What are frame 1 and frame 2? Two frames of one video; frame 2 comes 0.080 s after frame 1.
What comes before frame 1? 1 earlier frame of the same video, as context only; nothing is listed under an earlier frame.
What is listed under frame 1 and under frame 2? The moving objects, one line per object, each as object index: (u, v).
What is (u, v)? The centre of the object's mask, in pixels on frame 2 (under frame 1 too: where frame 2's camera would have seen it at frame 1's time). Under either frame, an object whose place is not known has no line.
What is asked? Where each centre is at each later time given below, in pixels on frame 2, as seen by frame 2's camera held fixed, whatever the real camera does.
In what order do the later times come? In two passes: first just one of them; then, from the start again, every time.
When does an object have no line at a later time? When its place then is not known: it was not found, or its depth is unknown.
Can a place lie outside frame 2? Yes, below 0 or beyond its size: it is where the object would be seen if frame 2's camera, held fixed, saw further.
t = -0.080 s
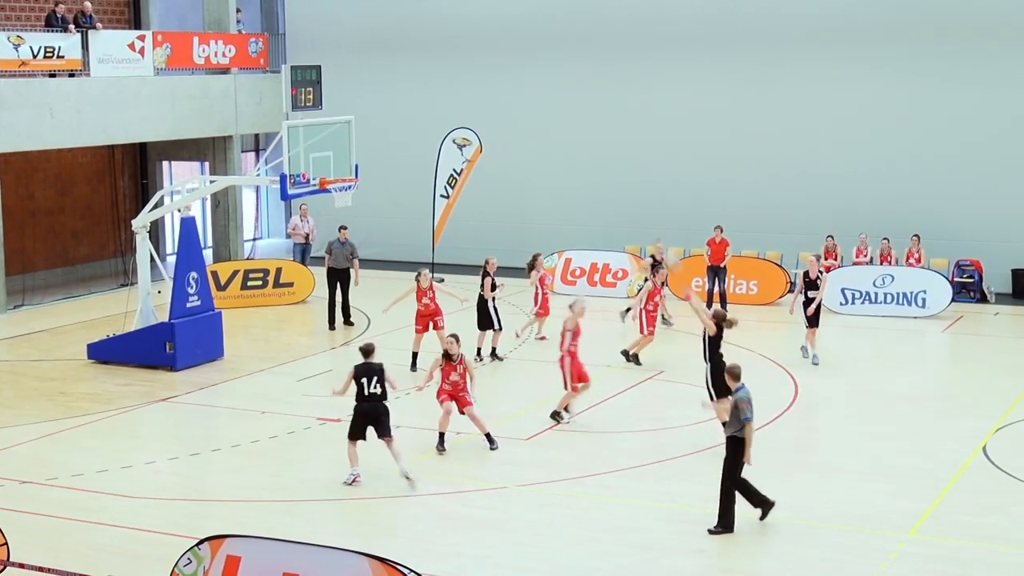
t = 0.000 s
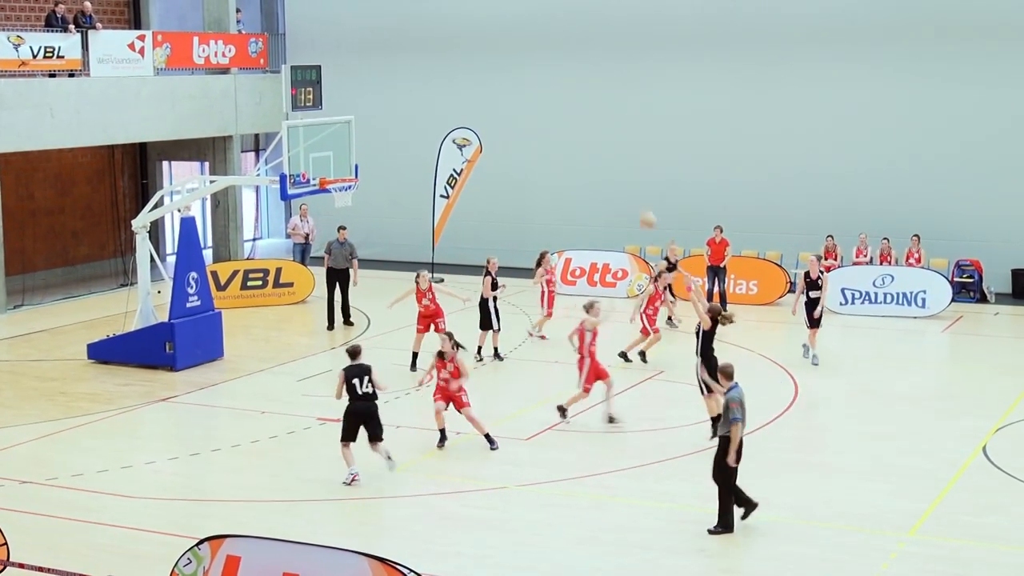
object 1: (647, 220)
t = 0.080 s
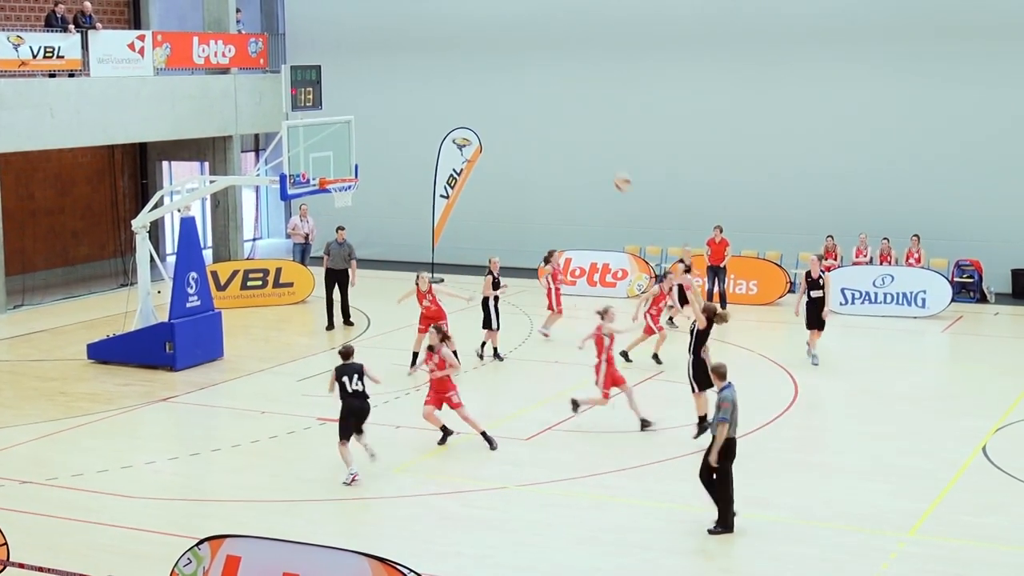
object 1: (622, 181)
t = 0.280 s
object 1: (564, 110)
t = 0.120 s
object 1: (610, 165)
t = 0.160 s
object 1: (599, 150)
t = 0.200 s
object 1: (588, 135)
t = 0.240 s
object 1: (576, 123)
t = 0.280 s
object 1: (564, 110)
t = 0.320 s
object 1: (553, 100)
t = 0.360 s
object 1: (542, 92)
